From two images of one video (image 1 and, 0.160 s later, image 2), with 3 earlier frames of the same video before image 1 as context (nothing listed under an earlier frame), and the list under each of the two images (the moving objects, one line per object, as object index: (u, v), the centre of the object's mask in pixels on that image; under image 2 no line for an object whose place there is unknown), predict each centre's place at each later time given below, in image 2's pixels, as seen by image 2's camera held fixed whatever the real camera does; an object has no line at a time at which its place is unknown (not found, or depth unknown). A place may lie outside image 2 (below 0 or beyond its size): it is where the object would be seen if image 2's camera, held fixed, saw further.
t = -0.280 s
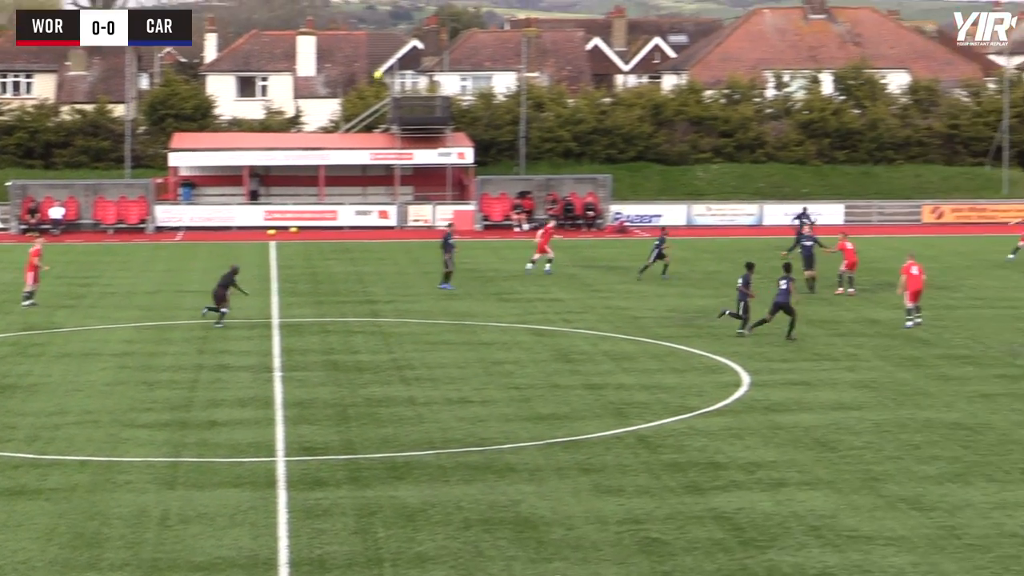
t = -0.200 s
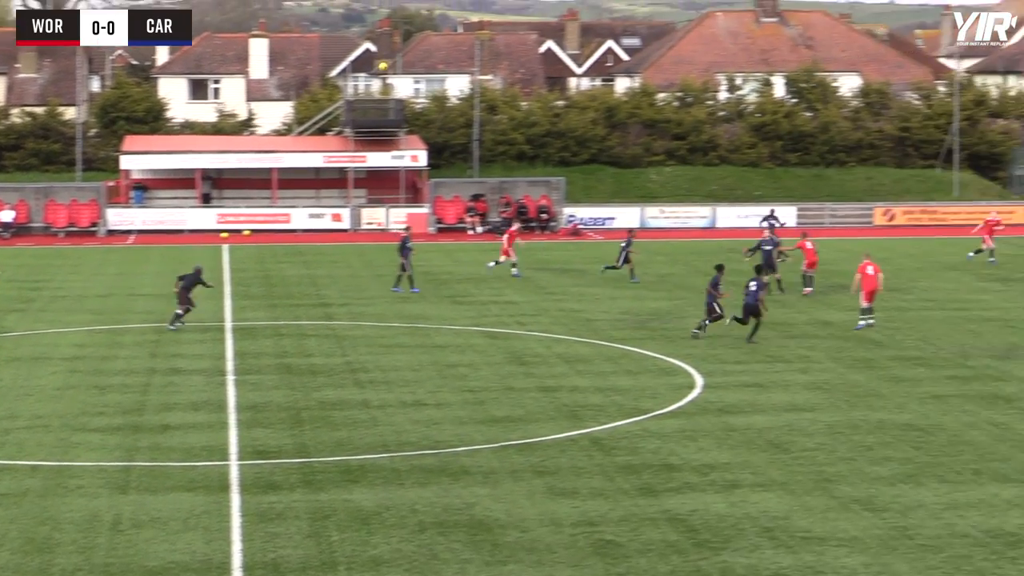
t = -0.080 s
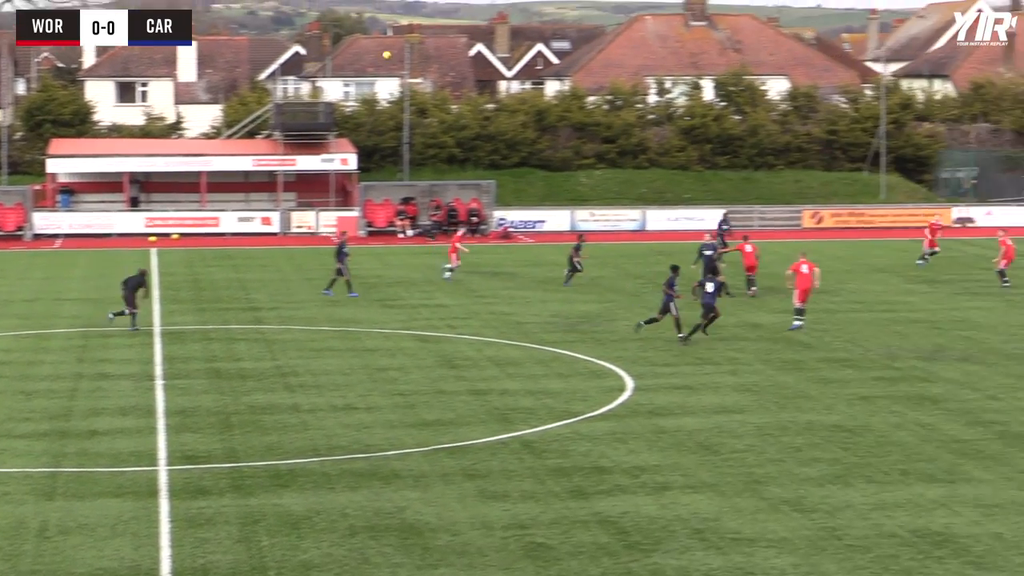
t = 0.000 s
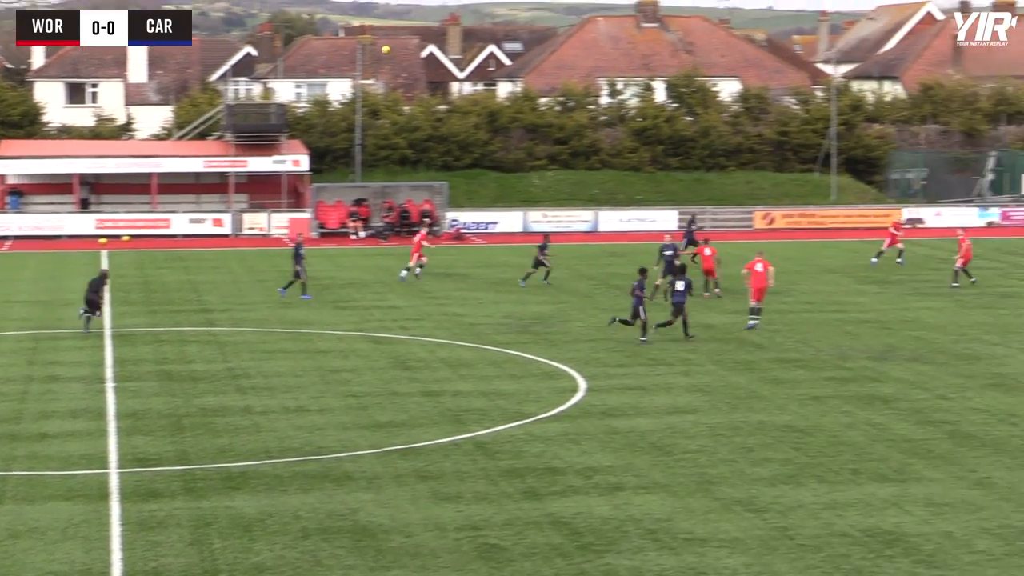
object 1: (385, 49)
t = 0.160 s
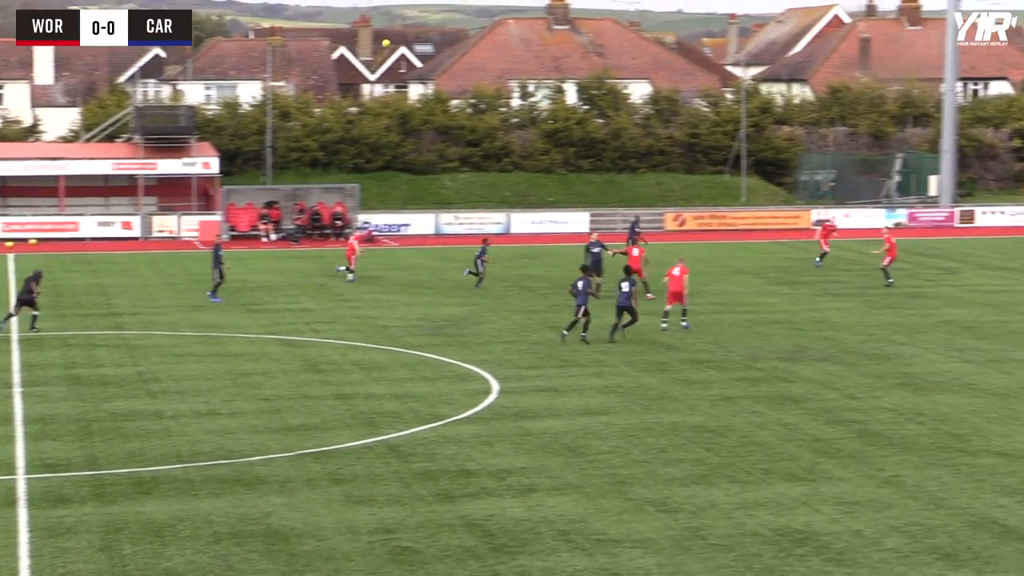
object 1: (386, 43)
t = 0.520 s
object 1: (564, 50)
